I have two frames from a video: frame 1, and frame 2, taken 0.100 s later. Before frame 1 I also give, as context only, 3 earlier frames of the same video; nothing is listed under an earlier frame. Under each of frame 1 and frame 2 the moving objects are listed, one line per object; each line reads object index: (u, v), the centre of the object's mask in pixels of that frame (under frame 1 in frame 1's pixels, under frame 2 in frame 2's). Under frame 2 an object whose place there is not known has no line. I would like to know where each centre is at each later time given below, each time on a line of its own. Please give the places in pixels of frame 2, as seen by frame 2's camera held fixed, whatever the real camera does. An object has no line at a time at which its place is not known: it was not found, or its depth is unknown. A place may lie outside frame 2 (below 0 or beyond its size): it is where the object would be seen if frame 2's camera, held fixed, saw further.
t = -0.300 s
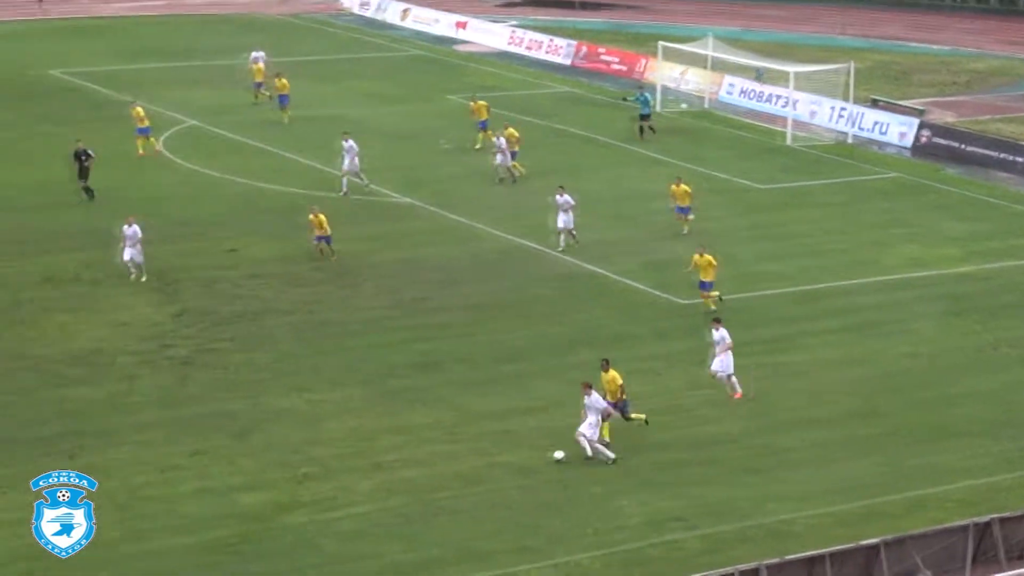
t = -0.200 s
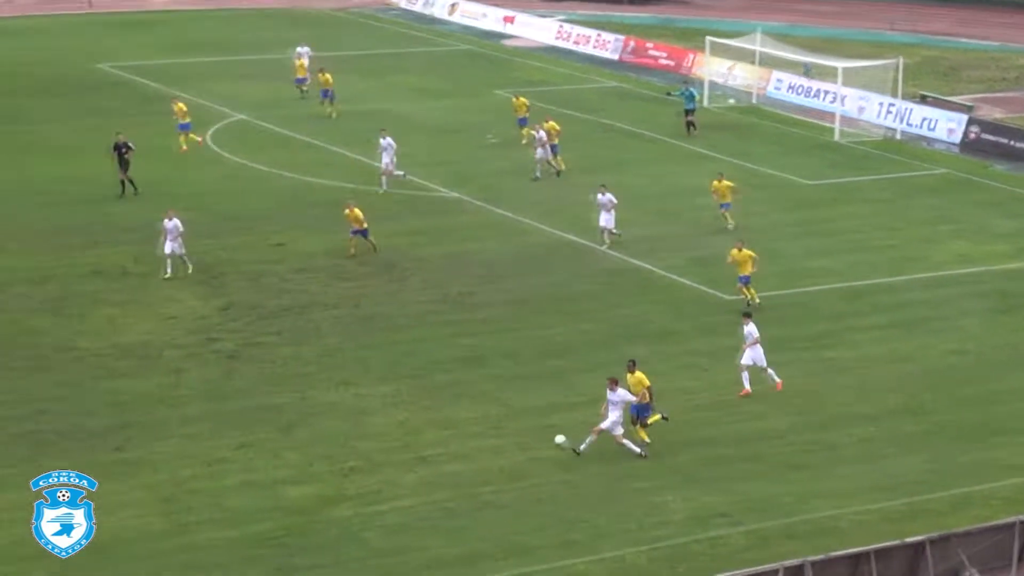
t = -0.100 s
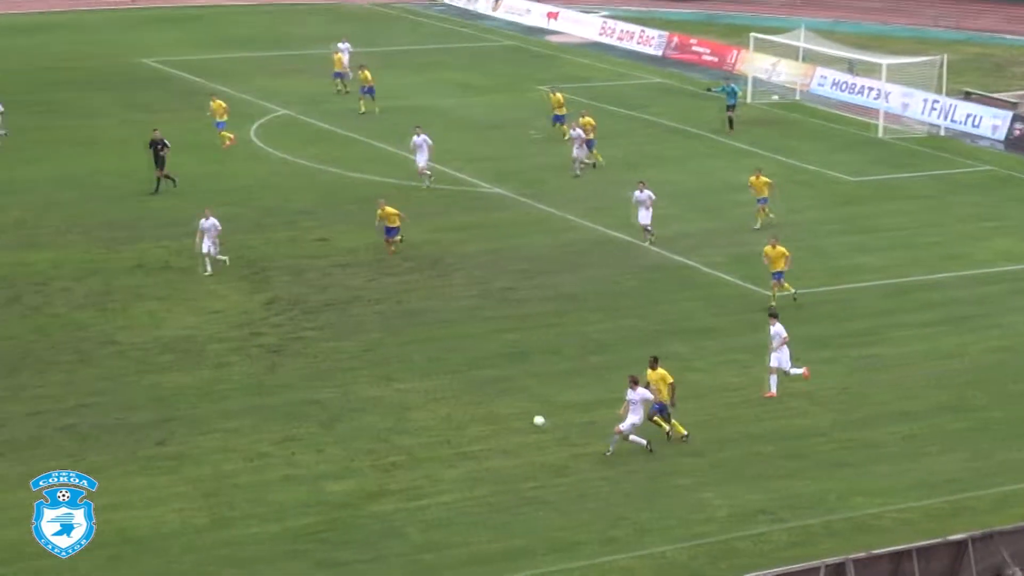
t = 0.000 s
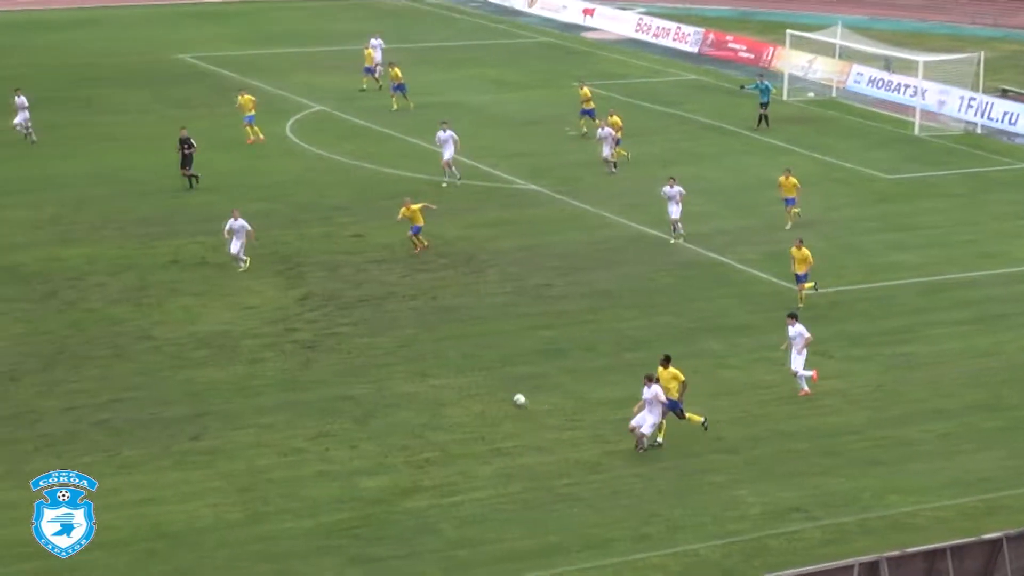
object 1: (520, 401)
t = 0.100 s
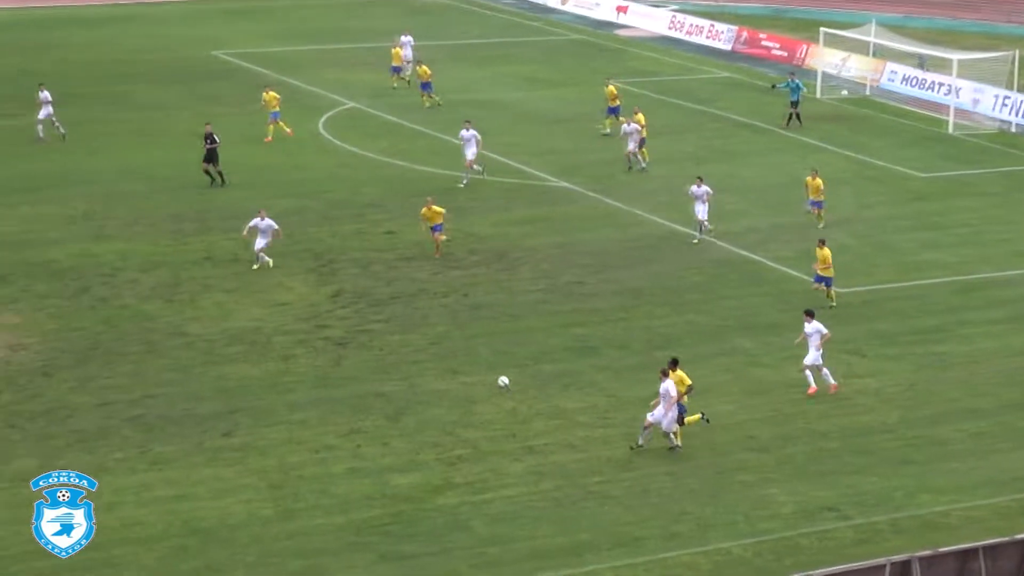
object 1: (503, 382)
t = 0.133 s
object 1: (490, 375)
